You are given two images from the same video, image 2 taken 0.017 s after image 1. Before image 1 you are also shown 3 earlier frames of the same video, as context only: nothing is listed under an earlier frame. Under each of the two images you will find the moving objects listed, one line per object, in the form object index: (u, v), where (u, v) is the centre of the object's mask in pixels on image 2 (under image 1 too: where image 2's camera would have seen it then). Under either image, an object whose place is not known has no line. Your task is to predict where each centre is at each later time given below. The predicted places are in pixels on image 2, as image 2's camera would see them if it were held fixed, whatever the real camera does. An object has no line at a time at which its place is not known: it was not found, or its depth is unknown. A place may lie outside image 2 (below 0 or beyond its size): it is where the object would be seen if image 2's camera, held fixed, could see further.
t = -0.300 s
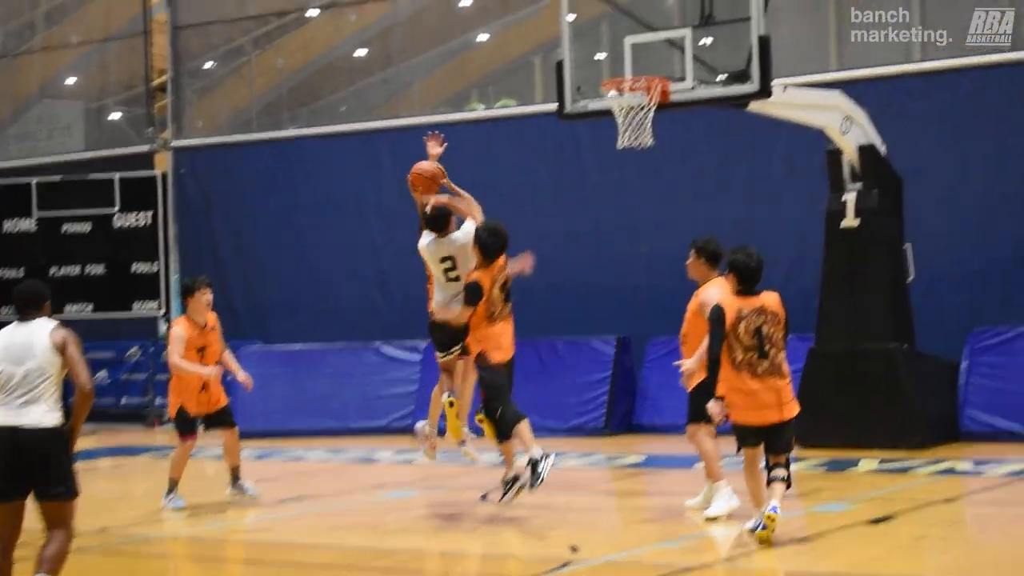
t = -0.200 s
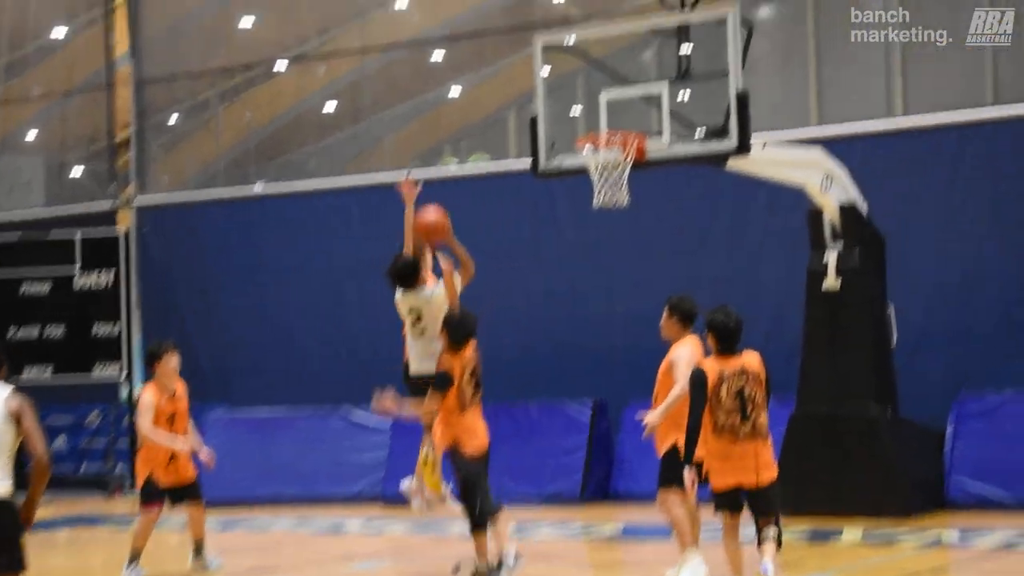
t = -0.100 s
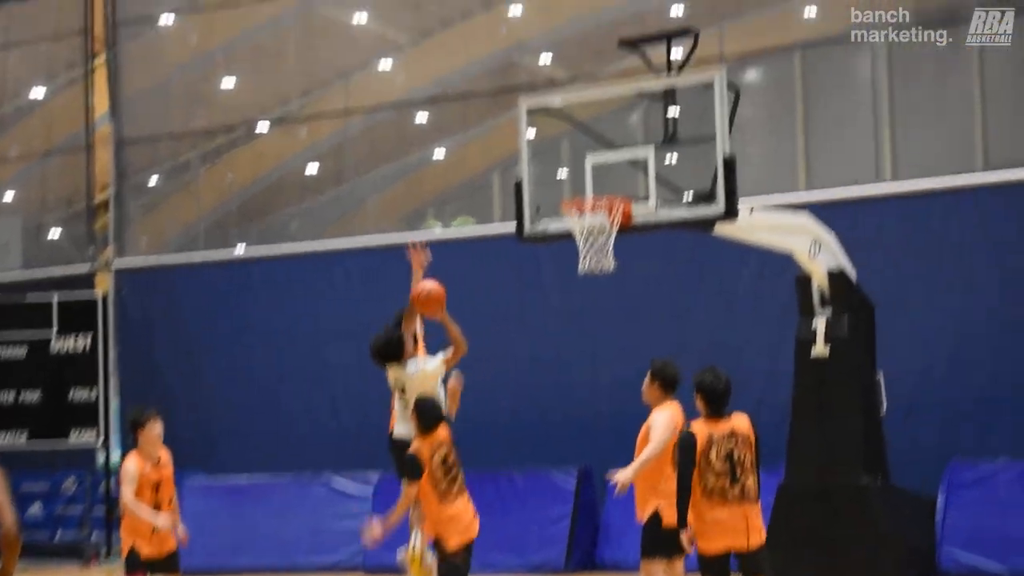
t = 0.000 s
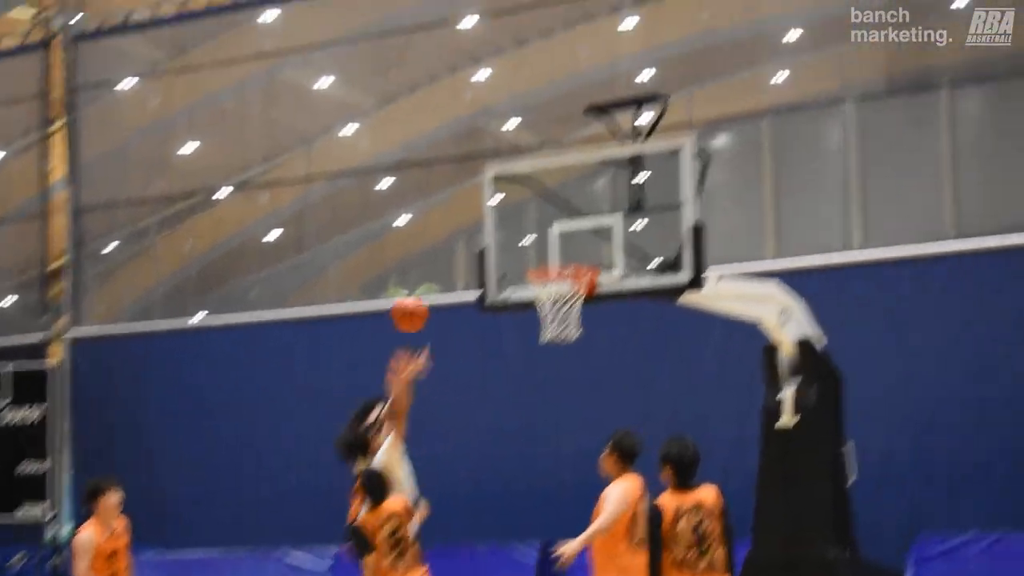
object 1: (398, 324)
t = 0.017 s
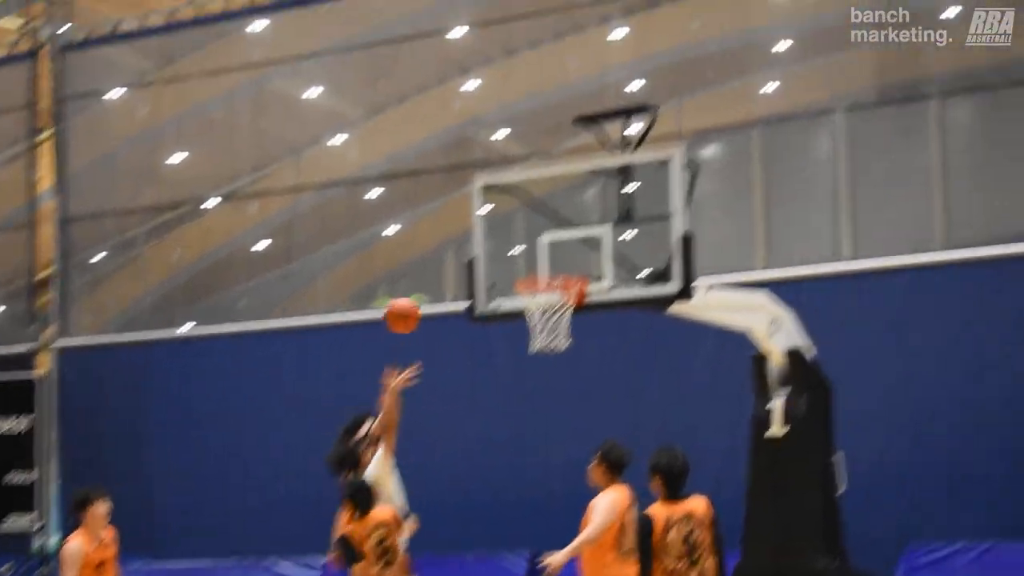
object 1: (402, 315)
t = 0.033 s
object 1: (406, 306)
